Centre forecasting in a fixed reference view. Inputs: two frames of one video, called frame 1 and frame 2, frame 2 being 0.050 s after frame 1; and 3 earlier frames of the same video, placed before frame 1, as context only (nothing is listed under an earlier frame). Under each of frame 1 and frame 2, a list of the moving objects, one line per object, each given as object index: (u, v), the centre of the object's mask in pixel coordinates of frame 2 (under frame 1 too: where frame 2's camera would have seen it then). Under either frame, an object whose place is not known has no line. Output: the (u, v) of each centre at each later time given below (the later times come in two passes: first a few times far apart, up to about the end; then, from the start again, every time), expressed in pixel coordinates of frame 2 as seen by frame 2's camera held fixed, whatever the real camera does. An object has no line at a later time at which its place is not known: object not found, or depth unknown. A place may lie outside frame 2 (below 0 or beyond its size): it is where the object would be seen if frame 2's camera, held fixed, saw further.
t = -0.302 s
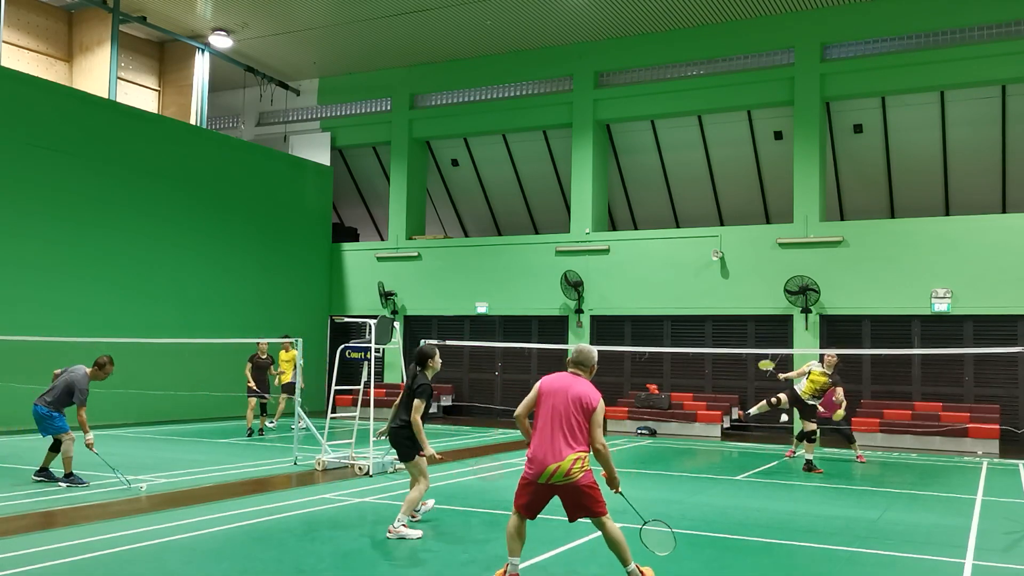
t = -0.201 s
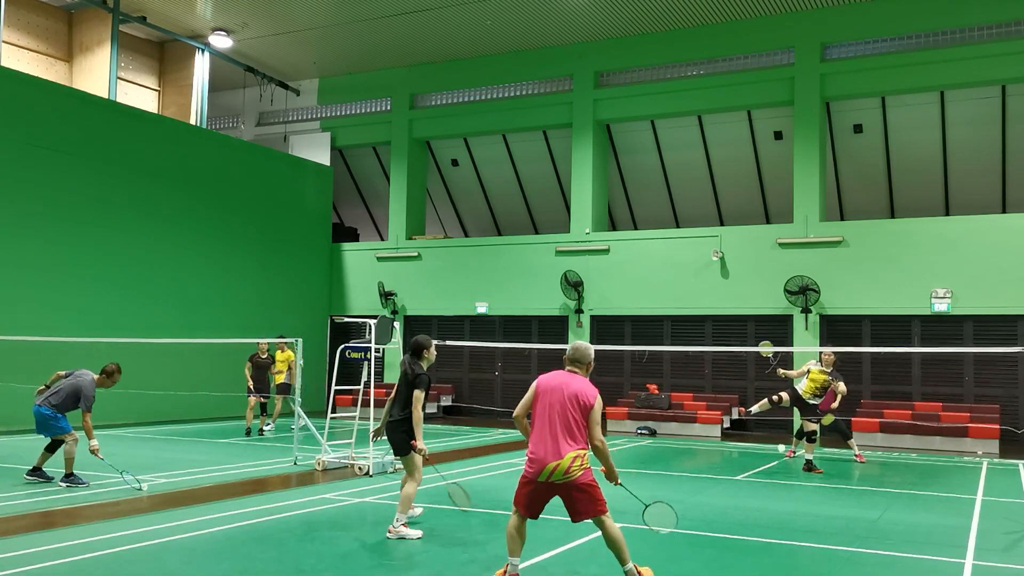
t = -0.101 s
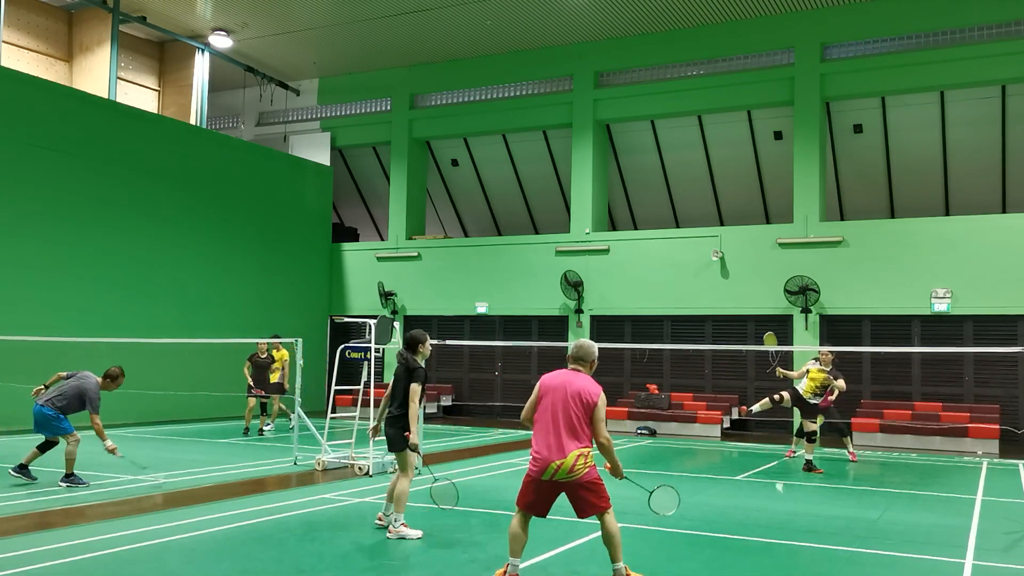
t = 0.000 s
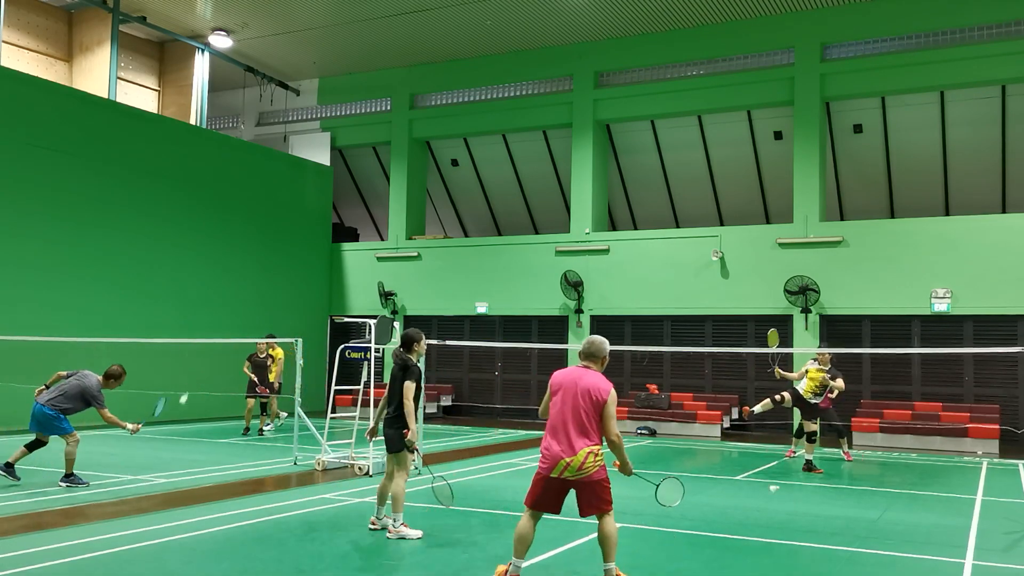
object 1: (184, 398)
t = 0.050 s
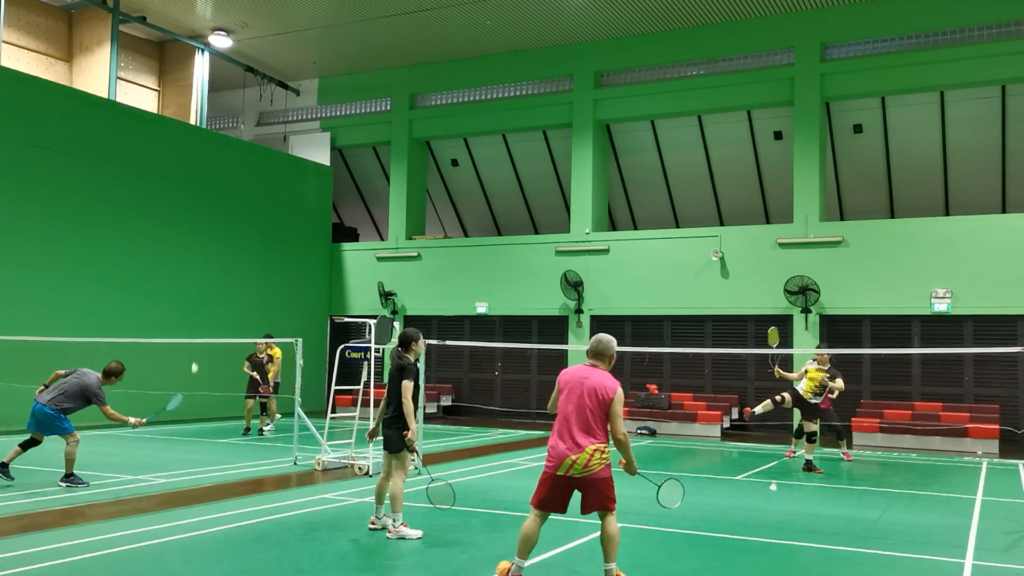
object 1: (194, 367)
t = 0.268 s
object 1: (209, 299)
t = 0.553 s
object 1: (219, 289)
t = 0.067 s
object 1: (196, 359)
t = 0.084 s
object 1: (197, 351)
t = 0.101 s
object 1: (198, 344)
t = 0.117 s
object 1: (199, 336)
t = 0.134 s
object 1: (200, 331)
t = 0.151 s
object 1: (201, 326)
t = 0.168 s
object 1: (203, 321)
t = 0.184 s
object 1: (204, 316)
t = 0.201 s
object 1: (205, 312)
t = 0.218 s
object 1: (206, 309)
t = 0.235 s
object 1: (207, 305)
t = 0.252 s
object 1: (208, 302)
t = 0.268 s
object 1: (209, 299)
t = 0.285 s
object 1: (210, 297)
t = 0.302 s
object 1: (211, 295)
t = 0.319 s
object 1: (212, 293)
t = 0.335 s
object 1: (212, 291)
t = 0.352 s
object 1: (213, 290)
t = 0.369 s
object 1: (214, 289)
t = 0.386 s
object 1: (215, 288)
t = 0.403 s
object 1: (215, 287)
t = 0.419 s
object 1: (215, 287)
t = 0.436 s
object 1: (216, 286)
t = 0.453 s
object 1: (216, 286)
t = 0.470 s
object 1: (217, 286)
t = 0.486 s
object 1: (217, 286)
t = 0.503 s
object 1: (218, 287)
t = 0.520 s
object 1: (218, 287)
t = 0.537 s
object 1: (218, 288)
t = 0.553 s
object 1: (219, 289)
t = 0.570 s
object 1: (219, 290)
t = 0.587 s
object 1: (220, 291)
